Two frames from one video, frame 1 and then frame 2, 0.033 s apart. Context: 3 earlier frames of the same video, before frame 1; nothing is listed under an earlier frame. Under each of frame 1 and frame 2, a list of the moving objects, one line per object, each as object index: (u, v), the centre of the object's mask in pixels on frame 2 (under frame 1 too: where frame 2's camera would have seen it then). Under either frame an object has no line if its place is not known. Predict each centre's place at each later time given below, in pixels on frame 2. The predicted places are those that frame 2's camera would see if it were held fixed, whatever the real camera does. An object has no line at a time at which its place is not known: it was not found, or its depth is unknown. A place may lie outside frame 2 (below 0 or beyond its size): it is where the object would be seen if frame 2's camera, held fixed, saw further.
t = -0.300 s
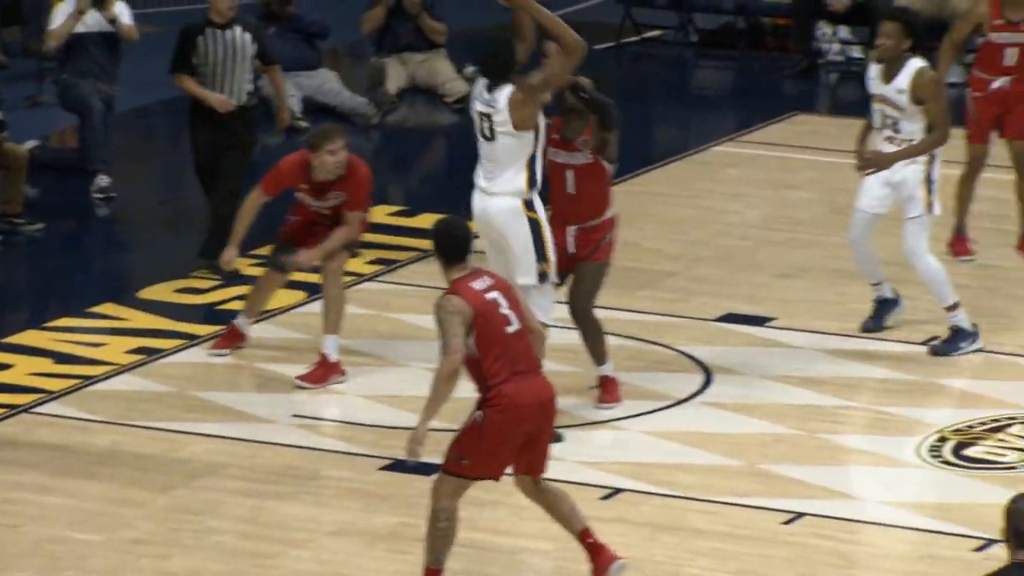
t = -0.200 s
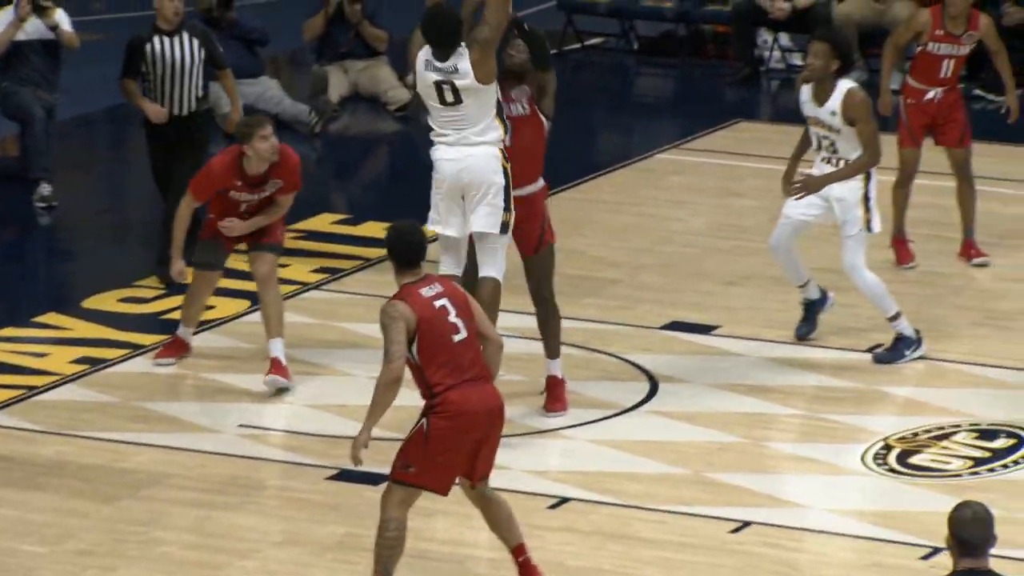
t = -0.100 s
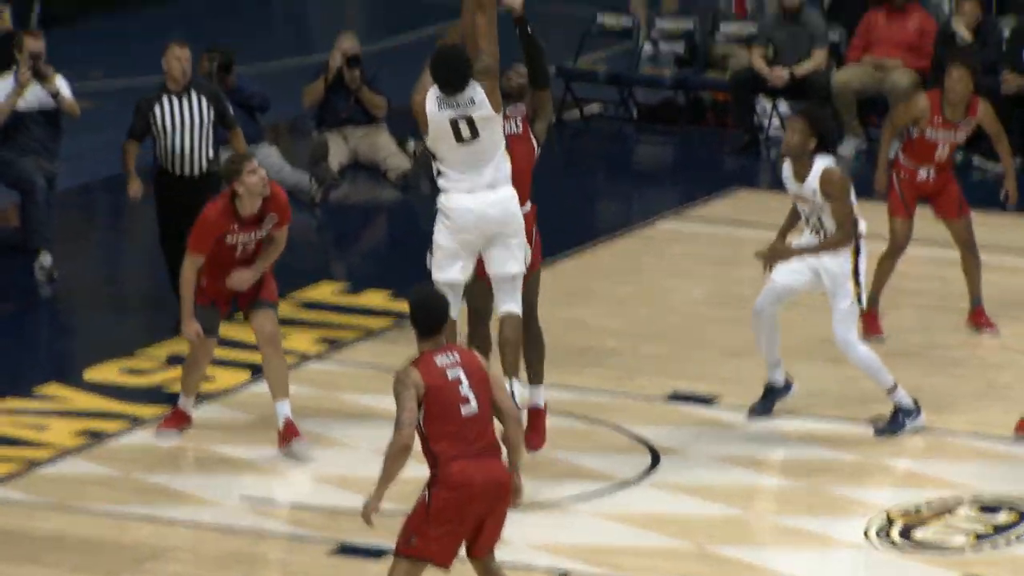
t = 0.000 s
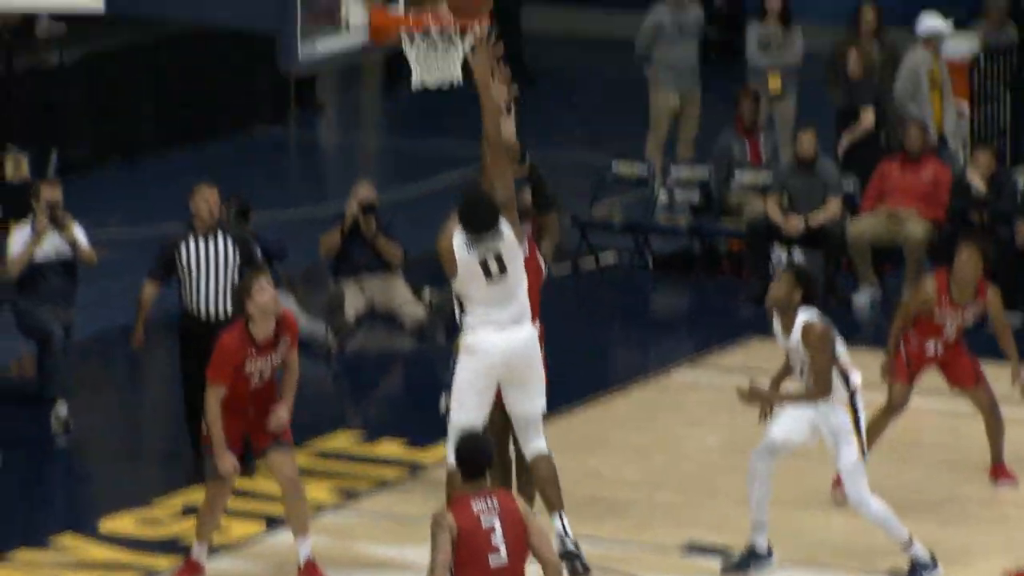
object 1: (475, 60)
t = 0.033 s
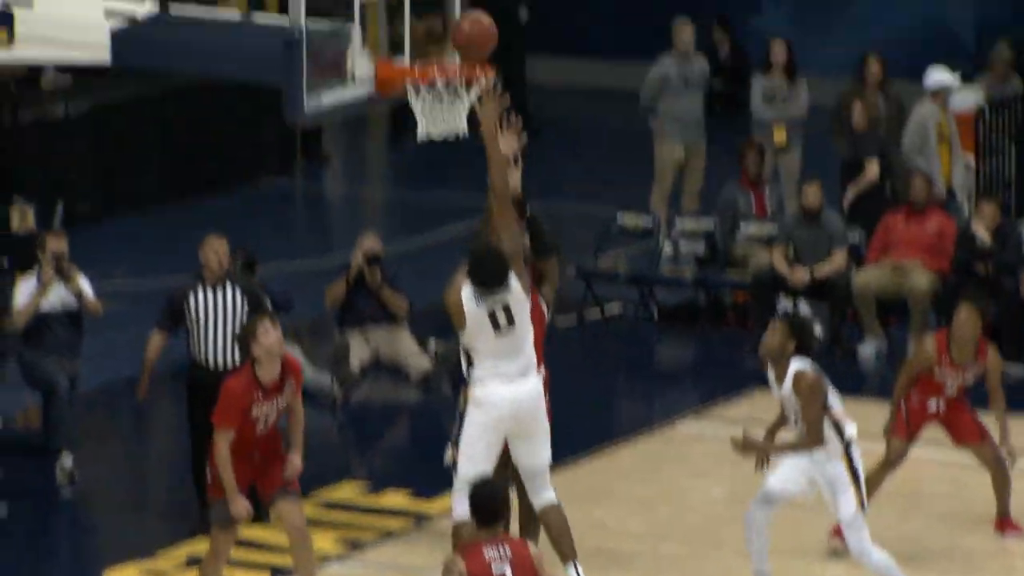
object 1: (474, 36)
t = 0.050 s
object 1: (473, 31)
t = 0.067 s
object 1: (471, 26)
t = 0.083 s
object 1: (470, 22)
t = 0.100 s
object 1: (469, 19)
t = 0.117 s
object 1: (468, 16)
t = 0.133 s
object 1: (468, 15)
